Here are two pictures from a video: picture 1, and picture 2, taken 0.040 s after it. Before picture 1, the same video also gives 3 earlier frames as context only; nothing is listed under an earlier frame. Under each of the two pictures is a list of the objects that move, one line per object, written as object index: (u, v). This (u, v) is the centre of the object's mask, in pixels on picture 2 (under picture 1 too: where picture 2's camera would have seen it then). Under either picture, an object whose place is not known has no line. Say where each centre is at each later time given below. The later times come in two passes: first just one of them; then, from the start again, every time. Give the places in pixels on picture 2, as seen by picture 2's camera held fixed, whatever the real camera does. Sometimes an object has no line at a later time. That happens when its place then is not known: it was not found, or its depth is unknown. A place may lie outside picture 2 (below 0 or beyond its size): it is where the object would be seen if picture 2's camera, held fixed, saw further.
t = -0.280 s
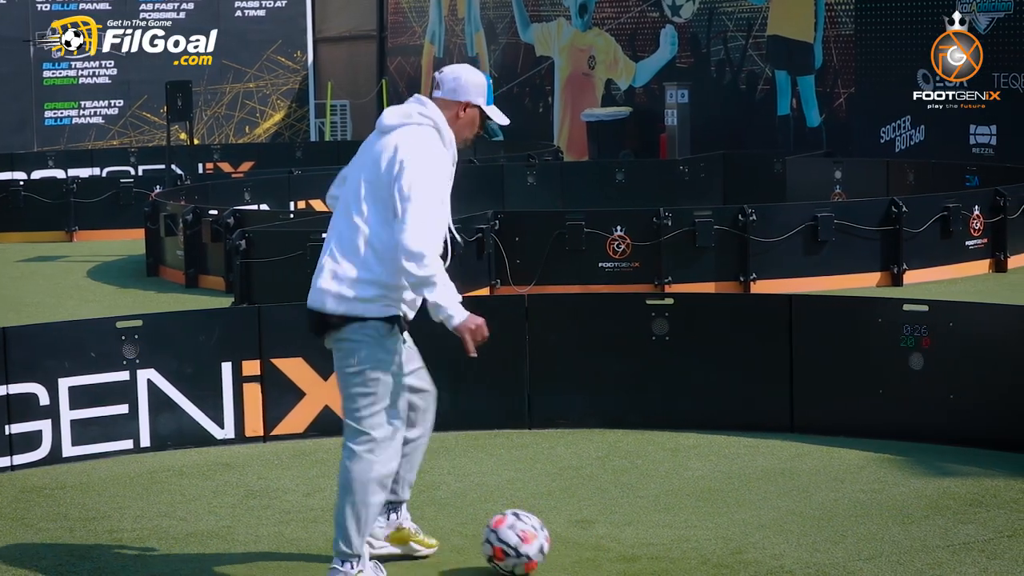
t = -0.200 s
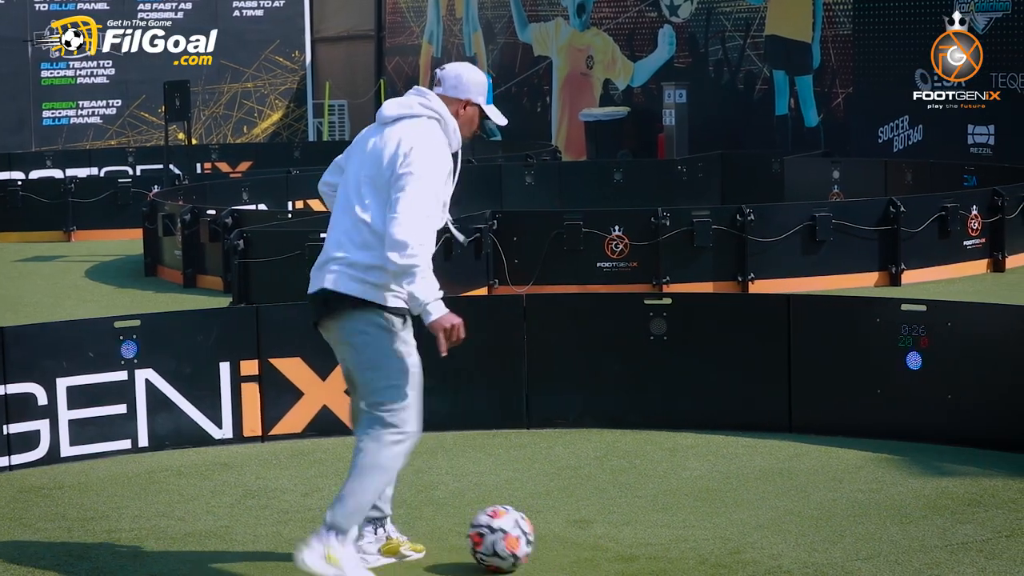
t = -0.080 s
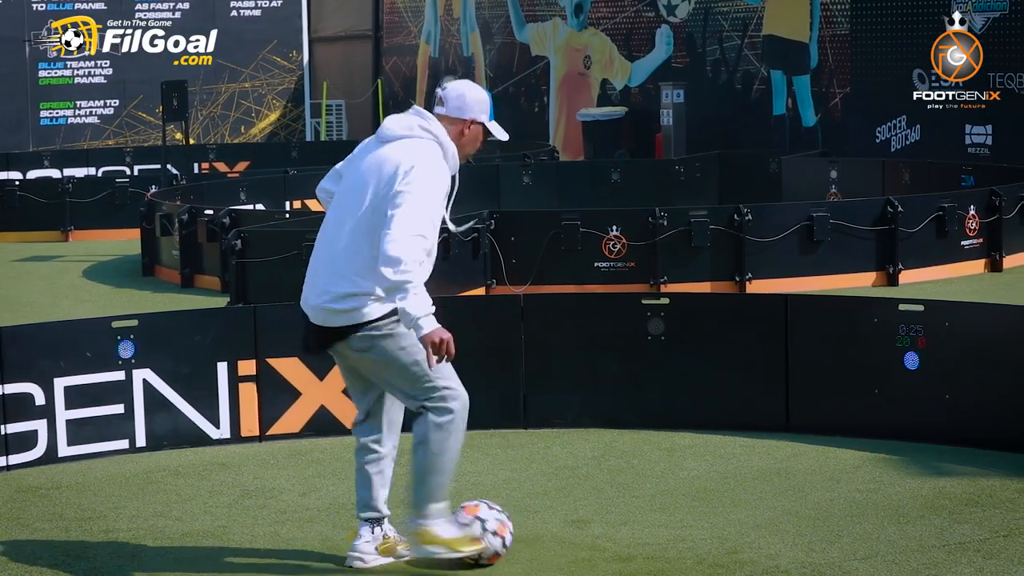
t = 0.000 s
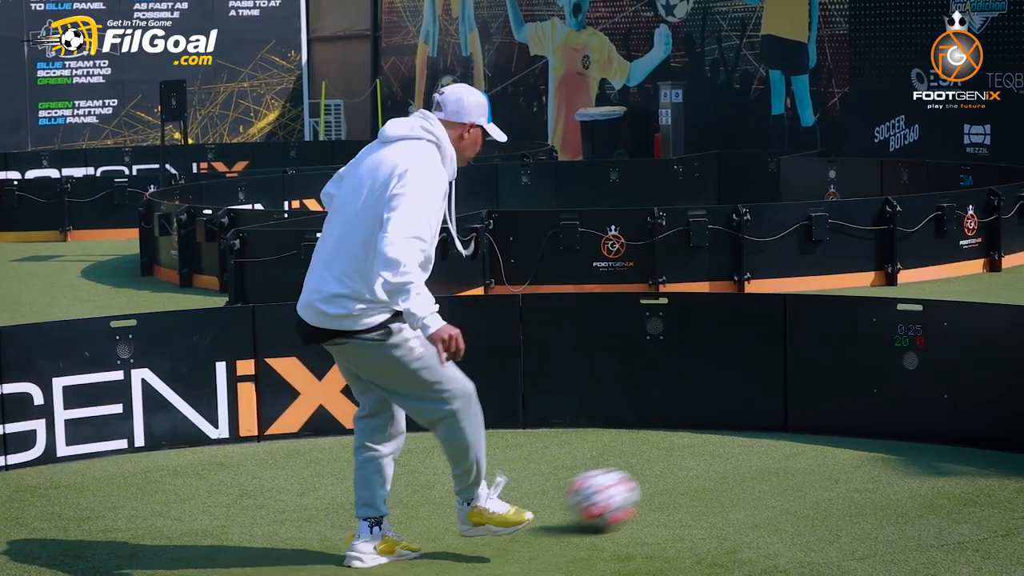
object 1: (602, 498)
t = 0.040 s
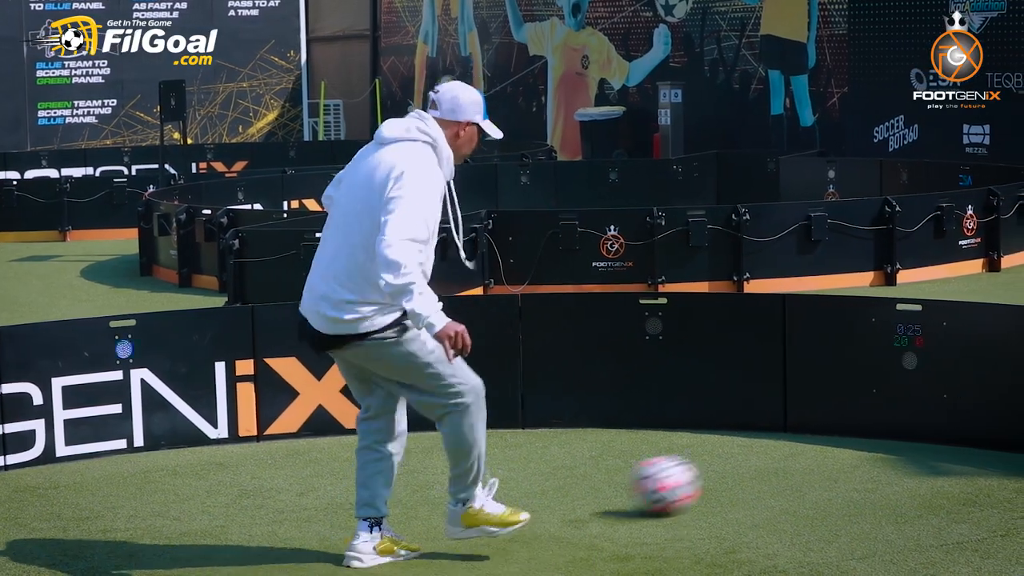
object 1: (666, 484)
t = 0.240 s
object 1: (901, 424)
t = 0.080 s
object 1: (723, 468)
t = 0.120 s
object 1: (774, 455)
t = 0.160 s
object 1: (820, 442)
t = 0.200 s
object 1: (863, 431)
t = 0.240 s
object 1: (901, 424)
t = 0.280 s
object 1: (895, 415)
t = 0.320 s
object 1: (872, 411)
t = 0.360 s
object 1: (847, 411)
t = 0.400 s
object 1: (821, 414)
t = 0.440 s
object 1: (794, 421)
